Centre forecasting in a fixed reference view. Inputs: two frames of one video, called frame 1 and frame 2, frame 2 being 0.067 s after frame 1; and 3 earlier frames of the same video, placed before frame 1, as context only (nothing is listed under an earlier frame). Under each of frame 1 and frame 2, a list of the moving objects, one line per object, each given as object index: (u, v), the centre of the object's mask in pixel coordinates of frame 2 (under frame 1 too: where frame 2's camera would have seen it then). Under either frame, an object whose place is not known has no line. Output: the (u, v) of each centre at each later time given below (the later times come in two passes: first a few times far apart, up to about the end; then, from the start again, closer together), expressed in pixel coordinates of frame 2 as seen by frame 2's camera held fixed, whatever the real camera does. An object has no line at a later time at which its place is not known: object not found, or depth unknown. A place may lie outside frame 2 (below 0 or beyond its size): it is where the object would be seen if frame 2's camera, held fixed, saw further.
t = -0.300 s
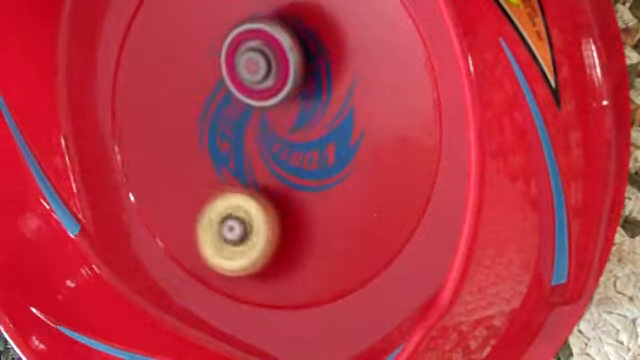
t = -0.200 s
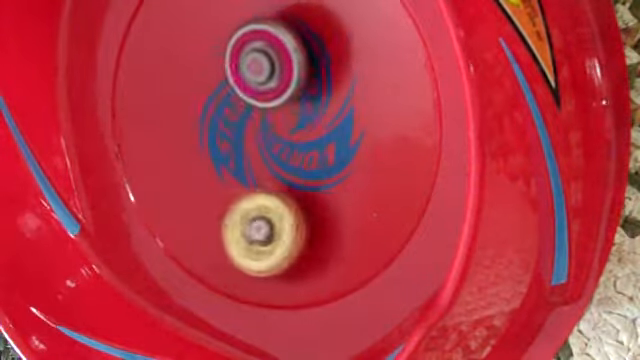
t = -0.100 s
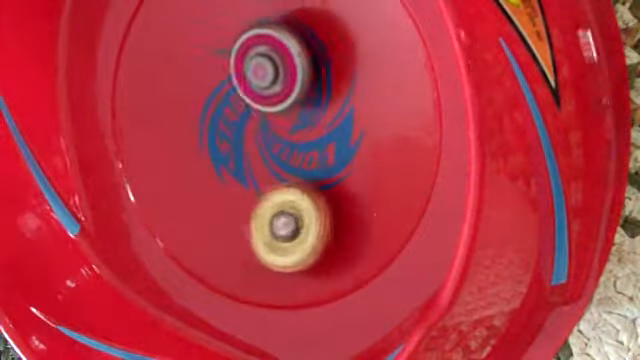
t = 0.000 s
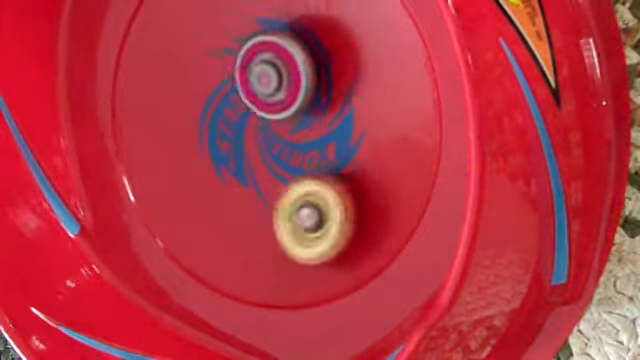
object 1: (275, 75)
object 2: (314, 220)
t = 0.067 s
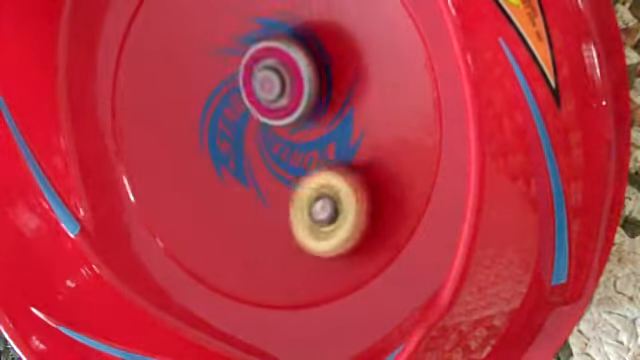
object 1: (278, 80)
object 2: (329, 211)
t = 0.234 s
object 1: (283, 97)
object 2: (357, 188)
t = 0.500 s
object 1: (225, 85)
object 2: (355, 167)
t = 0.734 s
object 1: (187, 122)
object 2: (288, 125)
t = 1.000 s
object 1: (139, 181)
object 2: (276, 73)
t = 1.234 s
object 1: (146, 215)
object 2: (230, 51)
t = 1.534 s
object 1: (202, 213)
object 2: (239, 74)
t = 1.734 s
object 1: (236, 246)
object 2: (251, 61)
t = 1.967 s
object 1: (304, 235)
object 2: (299, 73)
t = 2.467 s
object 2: (225, 172)
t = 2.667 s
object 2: (204, 124)
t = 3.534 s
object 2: (245, 131)
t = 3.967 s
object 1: (184, 39)
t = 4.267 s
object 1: (186, 93)
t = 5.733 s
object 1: (313, 190)
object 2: (270, 110)
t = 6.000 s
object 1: (321, 167)
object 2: (260, 103)
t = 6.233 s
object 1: (329, 161)
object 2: (261, 94)
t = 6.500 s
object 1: (338, 152)
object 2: (260, 118)
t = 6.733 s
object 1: (343, 145)
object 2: (230, 117)
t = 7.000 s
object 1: (338, 123)
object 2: (243, 82)
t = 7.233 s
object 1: (344, 108)
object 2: (268, 126)
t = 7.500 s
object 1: (326, 87)
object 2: (265, 189)
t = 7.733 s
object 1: (293, 77)
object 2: (245, 151)
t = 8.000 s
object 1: (272, 40)
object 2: (254, 128)
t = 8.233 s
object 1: (257, 30)
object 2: (275, 121)
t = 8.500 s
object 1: (247, 38)
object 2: (284, 132)
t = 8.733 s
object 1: (229, 49)
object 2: (273, 131)
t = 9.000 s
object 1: (193, 38)
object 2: (285, 112)
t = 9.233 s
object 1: (182, 49)
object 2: (287, 115)
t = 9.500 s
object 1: (182, 75)
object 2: (270, 110)
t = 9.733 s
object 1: (186, 108)
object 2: (271, 98)
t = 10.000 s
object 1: (183, 153)
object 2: (276, 108)
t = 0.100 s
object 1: (280, 83)
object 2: (336, 207)
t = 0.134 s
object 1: (281, 86)
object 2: (342, 203)
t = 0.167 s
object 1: (282, 90)
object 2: (349, 198)
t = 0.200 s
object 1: (283, 94)
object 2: (353, 193)
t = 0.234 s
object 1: (283, 97)
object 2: (357, 188)
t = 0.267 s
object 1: (284, 101)
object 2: (358, 182)
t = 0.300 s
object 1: (286, 104)
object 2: (358, 176)
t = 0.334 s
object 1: (286, 108)
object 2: (356, 168)
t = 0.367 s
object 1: (283, 110)
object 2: (357, 164)
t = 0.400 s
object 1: (267, 102)
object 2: (361, 171)
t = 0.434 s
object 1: (255, 92)
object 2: (364, 174)
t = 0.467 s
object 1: (238, 86)
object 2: (362, 173)
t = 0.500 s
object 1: (225, 85)
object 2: (355, 167)
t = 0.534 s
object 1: (215, 88)
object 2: (345, 159)
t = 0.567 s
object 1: (207, 94)
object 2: (335, 153)
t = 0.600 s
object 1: (202, 100)
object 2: (326, 147)
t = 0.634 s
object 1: (197, 105)
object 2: (317, 141)
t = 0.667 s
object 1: (193, 111)
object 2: (307, 136)
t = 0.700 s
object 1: (190, 116)
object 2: (297, 130)
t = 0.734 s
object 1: (187, 122)
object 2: (288, 125)
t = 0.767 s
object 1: (184, 128)
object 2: (278, 120)
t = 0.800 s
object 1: (182, 133)
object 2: (268, 116)
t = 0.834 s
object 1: (180, 138)
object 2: (259, 111)
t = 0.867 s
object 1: (172, 147)
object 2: (257, 106)
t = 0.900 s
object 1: (154, 158)
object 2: (266, 94)
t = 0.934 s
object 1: (142, 167)
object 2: (275, 83)
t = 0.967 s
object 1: (140, 175)
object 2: (278, 77)
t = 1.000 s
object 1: (139, 181)
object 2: (276, 73)
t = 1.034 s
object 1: (138, 188)
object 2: (272, 71)
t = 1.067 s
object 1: (137, 194)
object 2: (265, 69)
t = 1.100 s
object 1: (137, 199)
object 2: (257, 67)
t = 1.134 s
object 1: (138, 204)
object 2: (249, 64)
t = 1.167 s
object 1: (140, 208)
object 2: (241, 61)
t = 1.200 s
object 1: (143, 211)
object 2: (235, 56)
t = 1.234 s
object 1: (146, 215)
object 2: (230, 51)
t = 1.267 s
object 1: (150, 217)
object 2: (227, 47)
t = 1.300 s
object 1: (154, 219)
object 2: (225, 45)
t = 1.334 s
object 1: (160, 220)
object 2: (225, 44)
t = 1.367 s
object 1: (166, 220)
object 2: (226, 45)
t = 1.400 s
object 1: (172, 220)
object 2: (227, 46)
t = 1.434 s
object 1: (179, 219)
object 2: (230, 49)
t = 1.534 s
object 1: (202, 213)
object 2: (239, 74)
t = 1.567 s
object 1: (210, 208)
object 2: (241, 83)
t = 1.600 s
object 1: (218, 205)
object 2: (242, 93)
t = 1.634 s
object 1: (226, 200)
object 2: (241, 104)
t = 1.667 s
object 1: (230, 207)
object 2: (242, 104)
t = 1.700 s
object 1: (232, 231)
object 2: (245, 80)
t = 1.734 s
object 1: (236, 246)
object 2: (251, 61)
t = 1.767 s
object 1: (243, 254)
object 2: (257, 50)
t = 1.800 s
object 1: (252, 253)
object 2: (264, 44)
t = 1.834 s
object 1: (263, 250)
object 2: (272, 45)
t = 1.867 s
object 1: (274, 247)
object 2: (281, 48)
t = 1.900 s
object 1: (285, 243)
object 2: (289, 53)
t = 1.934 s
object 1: (295, 240)
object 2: (295, 63)
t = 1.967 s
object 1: (304, 235)
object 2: (299, 73)
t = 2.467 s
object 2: (225, 172)
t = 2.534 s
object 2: (211, 162)
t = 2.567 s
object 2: (206, 154)
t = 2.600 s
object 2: (203, 144)
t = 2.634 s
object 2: (202, 136)
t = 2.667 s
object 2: (204, 124)
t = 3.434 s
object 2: (244, 150)
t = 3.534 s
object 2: (245, 131)
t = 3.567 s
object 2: (247, 135)
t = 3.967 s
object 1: (184, 39)
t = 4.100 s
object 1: (180, 60)
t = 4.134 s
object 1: (180, 66)
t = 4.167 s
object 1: (181, 73)
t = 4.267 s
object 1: (186, 93)
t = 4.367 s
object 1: (194, 113)
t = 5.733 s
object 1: (313, 190)
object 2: (270, 110)
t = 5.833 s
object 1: (318, 185)
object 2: (264, 109)
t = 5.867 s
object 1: (319, 182)
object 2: (262, 107)
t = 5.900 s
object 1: (320, 179)
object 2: (261, 105)
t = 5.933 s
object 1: (321, 175)
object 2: (260, 105)
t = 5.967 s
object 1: (321, 171)
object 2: (260, 104)
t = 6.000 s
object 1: (321, 167)
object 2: (260, 103)
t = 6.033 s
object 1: (320, 163)
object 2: (259, 102)
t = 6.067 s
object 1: (322, 163)
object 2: (259, 100)
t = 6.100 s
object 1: (323, 163)
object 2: (258, 98)
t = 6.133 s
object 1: (323, 161)
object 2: (259, 97)
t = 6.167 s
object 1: (323, 158)
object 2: (261, 97)
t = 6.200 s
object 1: (324, 157)
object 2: (263, 96)
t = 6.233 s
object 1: (329, 161)
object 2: (261, 94)
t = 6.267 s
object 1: (331, 163)
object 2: (262, 95)
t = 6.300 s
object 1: (332, 161)
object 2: (265, 99)
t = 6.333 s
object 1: (333, 160)
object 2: (268, 104)
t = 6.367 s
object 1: (336, 159)
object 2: (269, 108)
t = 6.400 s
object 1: (337, 159)
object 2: (266, 111)
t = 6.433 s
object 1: (338, 157)
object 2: (264, 114)
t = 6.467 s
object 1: (338, 155)
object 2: (262, 116)
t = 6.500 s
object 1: (338, 152)
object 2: (260, 118)
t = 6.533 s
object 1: (337, 150)
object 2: (257, 120)
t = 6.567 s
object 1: (336, 148)
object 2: (256, 122)
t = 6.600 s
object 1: (334, 146)
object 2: (254, 123)
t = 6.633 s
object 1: (332, 143)
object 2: (253, 123)
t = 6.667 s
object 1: (329, 141)
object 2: (251, 125)
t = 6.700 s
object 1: (332, 142)
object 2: (246, 123)
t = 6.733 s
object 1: (343, 145)
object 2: (230, 117)
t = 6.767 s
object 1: (347, 147)
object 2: (222, 112)
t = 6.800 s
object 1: (347, 145)
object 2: (218, 108)
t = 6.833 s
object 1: (347, 141)
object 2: (216, 101)
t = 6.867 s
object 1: (346, 137)
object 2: (217, 94)
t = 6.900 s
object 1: (344, 134)
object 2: (220, 86)
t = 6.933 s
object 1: (343, 130)
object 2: (227, 81)
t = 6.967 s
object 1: (341, 126)
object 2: (234, 80)
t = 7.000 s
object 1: (338, 123)
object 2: (243, 82)
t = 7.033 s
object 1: (335, 120)
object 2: (251, 86)
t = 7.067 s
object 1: (333, 117)
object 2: (257, 92)
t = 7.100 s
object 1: (338, 117)
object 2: (258, 97)
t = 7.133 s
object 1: (343, 116)
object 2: (259, 103)
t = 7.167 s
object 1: (345, 115)
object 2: (261, 110)
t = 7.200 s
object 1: (344, 111)
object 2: (265, 118)
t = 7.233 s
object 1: (344, 108)
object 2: (268, 126)
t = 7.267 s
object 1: (343, 106)
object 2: (271, 135)
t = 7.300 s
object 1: (341, 103)
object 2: (273, 144)
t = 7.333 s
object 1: (339, 100)
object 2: (276, 152)
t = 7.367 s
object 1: (337, 98)
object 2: (276, 160)
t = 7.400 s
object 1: (335, 95)
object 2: (275, 170)
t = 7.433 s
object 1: (333, 92)
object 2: (273, 178)
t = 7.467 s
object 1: (330, 90)
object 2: (270, 185)
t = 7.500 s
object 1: (326, 87)
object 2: (265, 189)
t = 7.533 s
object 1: (322, 86)
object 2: (258, 190)
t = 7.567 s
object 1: (318, 84)
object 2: (252, 188)
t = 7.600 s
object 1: (313, 83)
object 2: (247, 184)
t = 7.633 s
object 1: (308, 81)
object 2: (244, 178)
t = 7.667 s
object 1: (303, 79)
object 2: (242, 169)
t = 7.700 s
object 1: (298, 78)
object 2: (243, 159)
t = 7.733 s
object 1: (293, 77)
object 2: (245, 151)
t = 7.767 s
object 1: (291, 73)
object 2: (246, 146)
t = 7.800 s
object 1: (288, 65)
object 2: (246, 142)
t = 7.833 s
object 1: (286, 59)
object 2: (248, 137)
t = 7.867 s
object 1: (284, 54)
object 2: (249, 135)
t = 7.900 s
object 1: (280, 50)
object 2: (249, 133)
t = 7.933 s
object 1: (277, 46)
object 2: (251, 131)
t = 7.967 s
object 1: (275, 42)
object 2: (252, 130)
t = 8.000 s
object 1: (272, 40)
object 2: (254, 128)
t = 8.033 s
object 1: (270, 37)
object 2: (258, 126)
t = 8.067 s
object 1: (267, 36)
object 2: (261, 123)
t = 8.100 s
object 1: (265, 34)
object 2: (264, 122)
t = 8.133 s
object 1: (263, 32)
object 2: (268, 121)
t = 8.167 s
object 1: (261, 32)
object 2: (271, 121)
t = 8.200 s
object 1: (259, 30)
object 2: (273, 120)
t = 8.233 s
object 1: (257, 30)
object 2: (275, 121)
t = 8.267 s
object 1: (255, 30)
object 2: (278, 122)
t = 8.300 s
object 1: (253, 30)
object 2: (281, 125)
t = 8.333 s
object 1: (252, 30)
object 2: (283, 126)
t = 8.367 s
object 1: (251, 31)
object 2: (283, 127)
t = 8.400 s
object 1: (249, 32)
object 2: (284, 128)
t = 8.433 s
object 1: (248, 33)
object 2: (284, 130)
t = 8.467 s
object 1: (248, 35)
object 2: (284, 131)
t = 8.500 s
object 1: (247, 38)
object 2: (284, 132)
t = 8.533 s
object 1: (245, 41)
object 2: (283, 132)
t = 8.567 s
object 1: (244, 44)
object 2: (282, 132)
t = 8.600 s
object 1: (242, 46)
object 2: (281, 135)
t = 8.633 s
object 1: (238, 44)
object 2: (281, 140)
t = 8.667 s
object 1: (234, 45)
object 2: (279, 139)
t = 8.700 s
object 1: (232, 47)
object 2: (276, 135)
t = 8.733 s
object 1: (229, 49)
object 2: (273, 131)
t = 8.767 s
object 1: (223, 45)
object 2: (273, 129)
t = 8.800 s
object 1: (219, 43)
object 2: (273, 124)
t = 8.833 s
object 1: (217, 44)
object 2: (273, 118)
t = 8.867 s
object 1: (214, 44)
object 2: (274, 112)
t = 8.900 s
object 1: (206, 40)
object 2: (279, 113)
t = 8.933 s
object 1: (200, 38)
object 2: (281, 114)
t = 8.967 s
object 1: (196, 38)
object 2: (283, 113)
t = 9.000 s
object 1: (193, 38)
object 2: (285, 112)
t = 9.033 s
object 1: (191, 39)
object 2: (286, 112)
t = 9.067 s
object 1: (188, 40)
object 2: (287, 112)
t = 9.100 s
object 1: (186, 41)
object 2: (288, 113)
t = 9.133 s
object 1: (185, 42)
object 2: (288, 113)
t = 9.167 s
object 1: (183, 44)
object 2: (288, 114)
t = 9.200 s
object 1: (182, 46)
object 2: (288, 114)
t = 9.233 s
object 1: (182, 49)
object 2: (287, 115)
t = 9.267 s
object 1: (183, 53)
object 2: (285, 116)
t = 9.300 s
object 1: (183, 56)
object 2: (283, 116)
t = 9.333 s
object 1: (184, 59)
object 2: (281, 117)
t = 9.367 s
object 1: (185, 63)
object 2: (277, 117)
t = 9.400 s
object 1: (187, 68)
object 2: (273, 116)
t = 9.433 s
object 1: (189, 73)
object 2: (268, 114)
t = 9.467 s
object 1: (187, 75)
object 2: (269, 111)
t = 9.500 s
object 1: (182, 75)
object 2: (270, 110)
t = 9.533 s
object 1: (181, 77)
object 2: (269, 105)
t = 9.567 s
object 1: (182, 82)
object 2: (270, 102)
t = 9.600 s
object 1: (182, 87)
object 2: (270, 100)
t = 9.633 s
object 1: (183, 92)
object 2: (270, 99)
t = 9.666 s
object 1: (184, 98)
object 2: (271, 97)
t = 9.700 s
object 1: (185, 103)
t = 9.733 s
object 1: (186, 108)
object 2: (271, 98)
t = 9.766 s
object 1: (187, 113)
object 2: (271, 100)
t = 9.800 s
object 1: (189, 118)
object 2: (271, 101)
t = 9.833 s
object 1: (191, 124)
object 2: (270, 103)
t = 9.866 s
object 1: (192, 129)
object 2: (270, 105)
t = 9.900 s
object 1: (193, 135)
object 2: (270, 106)
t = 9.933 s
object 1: (194, 140)
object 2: (270, 108)
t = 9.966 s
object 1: (186, 148)
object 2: (274, 108)
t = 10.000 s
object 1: (183, 153)
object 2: (276, 108)
